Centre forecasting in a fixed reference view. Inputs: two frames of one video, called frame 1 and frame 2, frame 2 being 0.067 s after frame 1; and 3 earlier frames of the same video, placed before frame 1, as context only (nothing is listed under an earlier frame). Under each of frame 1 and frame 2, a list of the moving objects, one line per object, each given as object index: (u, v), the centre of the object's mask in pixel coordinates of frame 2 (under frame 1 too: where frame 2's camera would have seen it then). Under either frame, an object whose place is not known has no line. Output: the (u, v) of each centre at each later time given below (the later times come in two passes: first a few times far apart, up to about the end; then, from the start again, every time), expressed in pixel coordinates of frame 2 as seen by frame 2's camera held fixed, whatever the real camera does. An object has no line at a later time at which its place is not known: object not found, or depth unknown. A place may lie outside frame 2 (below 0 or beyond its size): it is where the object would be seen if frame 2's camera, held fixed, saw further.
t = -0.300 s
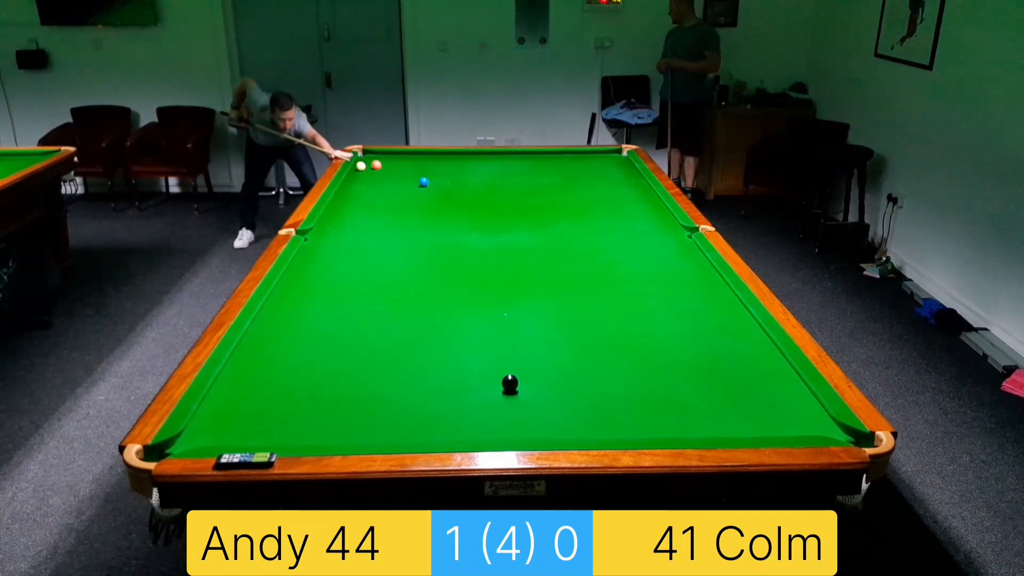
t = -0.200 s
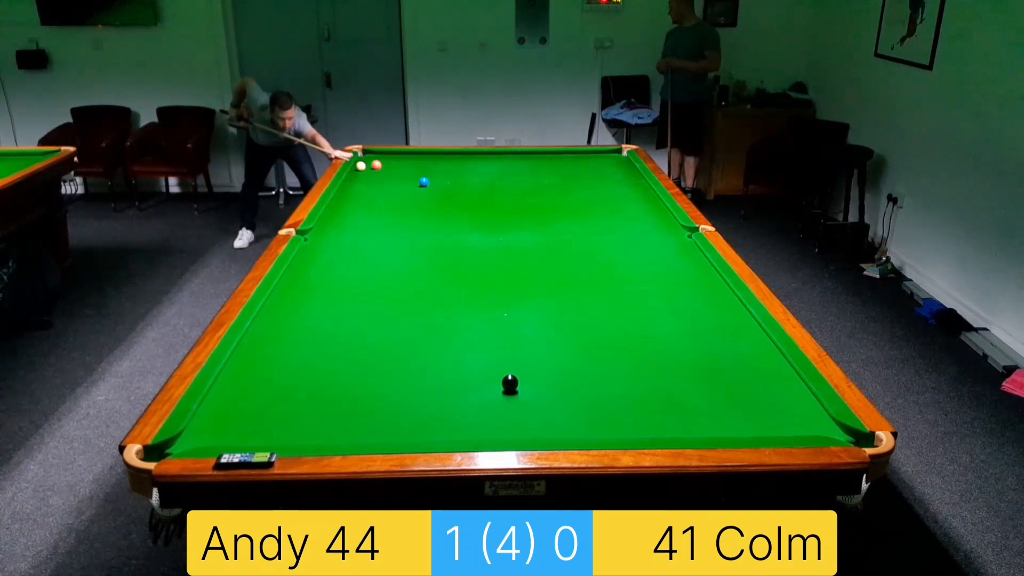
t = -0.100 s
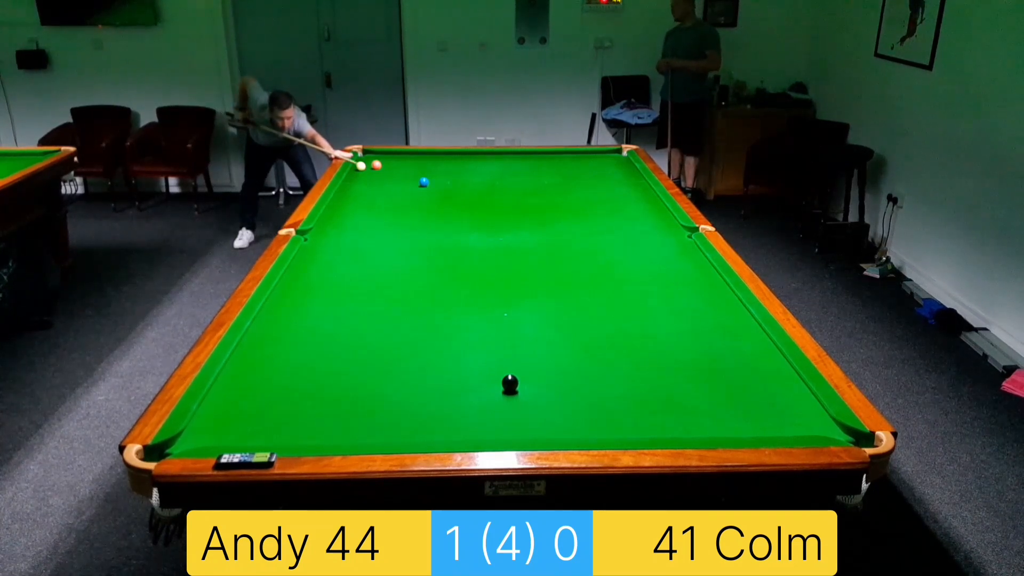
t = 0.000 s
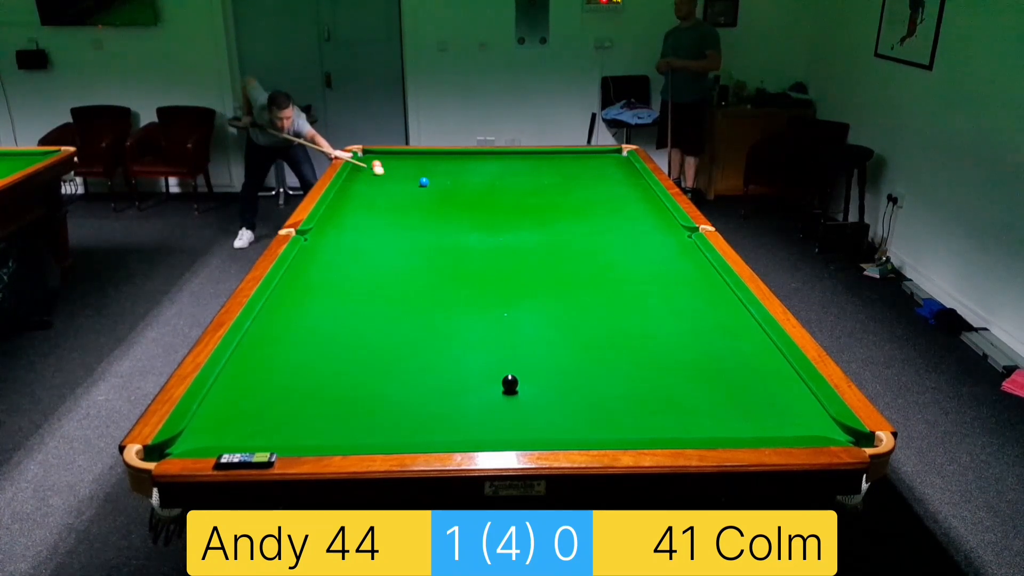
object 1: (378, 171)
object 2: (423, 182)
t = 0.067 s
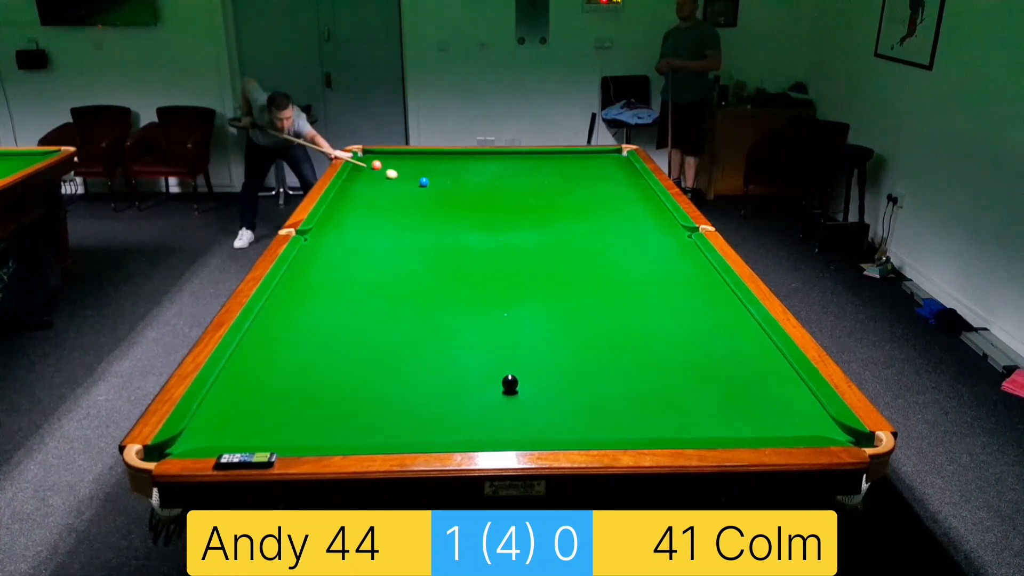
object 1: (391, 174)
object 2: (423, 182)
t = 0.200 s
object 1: (416, 181)
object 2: (427, 183)
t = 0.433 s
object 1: (417, 185)
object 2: (473, 190)
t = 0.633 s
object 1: (422, 190)
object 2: (507, 196)
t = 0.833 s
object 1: (427, 195)
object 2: (542, 201)
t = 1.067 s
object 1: (434, 200)
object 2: (583, 208)
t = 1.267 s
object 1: (439, 205)
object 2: (621, 214)
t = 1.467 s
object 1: (445, 210)
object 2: (659, 220)
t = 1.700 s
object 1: (451, 216)
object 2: (658, 226)
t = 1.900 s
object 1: (456, 221)
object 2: (642, 232)
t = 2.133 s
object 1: (462, 226)
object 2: (623, 238)
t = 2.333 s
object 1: (468, 231)
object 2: (607, 243)
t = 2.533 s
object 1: (473, 235)
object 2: (591, 249)
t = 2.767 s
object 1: (479, 241)
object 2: (571, 255)
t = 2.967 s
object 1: (484, 245)
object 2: (555, 260)
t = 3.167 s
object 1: (489, 250)
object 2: (538, 265)
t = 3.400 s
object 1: (494, 254)
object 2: (519, 271)
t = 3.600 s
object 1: (499, 258)
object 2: (503, 276)
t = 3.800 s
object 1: (504, 262)
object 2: (487, 282)
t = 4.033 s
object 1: (508, 267)
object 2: (468, 287)
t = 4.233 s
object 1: (512, 270)
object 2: (452, 292)
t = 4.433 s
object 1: (516, 273)
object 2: (437, 297)
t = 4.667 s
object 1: (520, 277)
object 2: (419, 302)
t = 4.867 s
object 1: (523, 279)
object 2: (405, 307)
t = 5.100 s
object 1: (527, 282)
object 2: (388, 312)
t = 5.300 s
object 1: (530, 284)
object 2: (374, 316)
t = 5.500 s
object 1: (532, 286)
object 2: (361, 320)
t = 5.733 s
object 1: (535, 288)
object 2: (346, 324)
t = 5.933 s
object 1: (536, 289)
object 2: (335, 328)
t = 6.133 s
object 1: (538, 290)
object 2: (324, 331)
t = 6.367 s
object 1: (539, 290)
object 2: (312, 335)
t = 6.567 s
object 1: (539, 291)
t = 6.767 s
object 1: (539, 291)
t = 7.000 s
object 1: (539, 291)
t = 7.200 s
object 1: (539, 291)
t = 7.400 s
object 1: (539, 291)
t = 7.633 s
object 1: (539, 291)
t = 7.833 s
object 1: (539, 291)
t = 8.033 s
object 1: (539, 291)
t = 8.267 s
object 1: (539, 291)
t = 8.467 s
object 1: (539, 291)
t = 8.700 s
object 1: (539, 291)
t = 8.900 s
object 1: (539, 291)
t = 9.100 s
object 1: (539, 291)
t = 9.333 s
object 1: (539, 291)
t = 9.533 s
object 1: (539, 291)
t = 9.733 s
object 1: (539, 291)
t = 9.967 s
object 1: (539, 291)
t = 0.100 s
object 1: (398, 176)
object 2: (423, 182)
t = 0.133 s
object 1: (404, 177)
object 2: (423, 182)
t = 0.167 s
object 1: (411, 179)
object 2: (424, 182)
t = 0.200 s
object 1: (416, 181)
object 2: (427, 183)
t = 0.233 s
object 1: (415, 181)
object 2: (433, 184)
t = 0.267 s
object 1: (415, 182)
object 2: (441, 185)
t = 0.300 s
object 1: (414, 182)
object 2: (448, 186)
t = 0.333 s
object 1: (415, 183)
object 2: (455, 187)
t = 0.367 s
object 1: (415, 184)
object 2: (462, 188)
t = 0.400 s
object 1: (416, 184)
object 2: (468, 190)
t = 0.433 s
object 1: (417, 185)
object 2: (473, 190)
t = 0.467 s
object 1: (418, 186)
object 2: (479, 192)
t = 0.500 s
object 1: (419, 187)
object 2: (485, 192)
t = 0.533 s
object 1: (419, 187)
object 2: (490, 193)
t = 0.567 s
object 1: (420, 188)
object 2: (496, 194)
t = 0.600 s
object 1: (421, 189)
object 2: (502, 195)
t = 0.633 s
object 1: (422, 190)
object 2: (507, 196)
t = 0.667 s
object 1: (423, 191)
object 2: (513, 197)
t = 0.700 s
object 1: (424, 191)
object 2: (519, 198)
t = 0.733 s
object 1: (425, 192)
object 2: (524, 199)
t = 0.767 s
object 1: (426, 193)
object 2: (530, 200)
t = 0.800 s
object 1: (427, 194)
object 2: (536, 201)
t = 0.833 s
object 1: (427, 195)
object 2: (542, 201)
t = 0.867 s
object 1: (428, 196)
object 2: (548, 202)
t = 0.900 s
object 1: (429, 196)
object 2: (554, 204)
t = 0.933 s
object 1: (430, 197)
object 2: (559, 204)
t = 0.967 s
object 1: (431, 198)
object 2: (565, 206)
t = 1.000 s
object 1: (432, 199)
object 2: (572, 207)
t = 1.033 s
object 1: (433, 200)
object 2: (577, 207)
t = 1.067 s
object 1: (434, 200)
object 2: (583, 208)
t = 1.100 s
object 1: (435, 201)
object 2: (589, 209)
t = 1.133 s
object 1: (436, 202)
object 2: (596, 210)
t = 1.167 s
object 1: (436, 203)
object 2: (602, 211)
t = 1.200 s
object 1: (437, 204)
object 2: (608, 212)
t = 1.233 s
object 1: (438, 204)
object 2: (614, 213)
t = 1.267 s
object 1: (439, 205)
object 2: (621, 214)
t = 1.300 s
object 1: (440, 206)
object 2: (627, 215)
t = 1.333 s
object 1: (441, 207)
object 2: (633, 216)
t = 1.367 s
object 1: (442, 208)
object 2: (639, 217)
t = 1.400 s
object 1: (443, 208)
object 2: (646, 218)
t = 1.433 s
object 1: (444, 209)
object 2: (652, 219)
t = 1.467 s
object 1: (445, 210)
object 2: (659, 220)
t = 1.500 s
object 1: (445, 211)
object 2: (665, 221)
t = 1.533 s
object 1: (446, 212)
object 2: (672, 222)
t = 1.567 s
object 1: (447, 212)
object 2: (672, 223)
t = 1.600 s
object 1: (448, 213)
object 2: (667, 224)
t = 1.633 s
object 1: (449, 214)
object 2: (664, 225)
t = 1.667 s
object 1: (450, 215)
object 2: (661, 225)
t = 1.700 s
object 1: (451, 216)
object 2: (658, 226)
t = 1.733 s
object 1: (452, 217)
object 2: (656, 227)
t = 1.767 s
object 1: (453, 217)
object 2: (653, 228)
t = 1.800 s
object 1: (453, 218)
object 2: (650, 229)
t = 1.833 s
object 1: (454, 219)
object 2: (648, 230)
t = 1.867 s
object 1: (455, 220)
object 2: (645, 231)
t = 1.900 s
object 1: (456, 221)
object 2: (642, 232)
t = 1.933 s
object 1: (457, 221)
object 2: (639, 232)
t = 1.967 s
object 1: (458, 222)
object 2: (637, 233)
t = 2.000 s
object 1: (459, 223)
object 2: (634, 234)
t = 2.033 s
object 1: (460, 224)
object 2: (631, 235)
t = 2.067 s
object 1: (461, 225)
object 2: (628, 236)
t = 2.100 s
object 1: (462, 225)
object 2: (626, 237)
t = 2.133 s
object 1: (462, 226)
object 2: (623, 238)
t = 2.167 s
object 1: (463, 227)
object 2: (620, 239)
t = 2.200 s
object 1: (464, 228)
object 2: (618, 239)
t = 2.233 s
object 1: (465, 228)
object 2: (615, 240)
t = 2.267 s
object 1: (466, 229)
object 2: (612, 241)
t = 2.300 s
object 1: (467, 230)
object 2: (609, 242)
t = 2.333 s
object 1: (468, 231)
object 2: (607, 243)
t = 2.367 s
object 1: (469, 232)
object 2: (604, 244)
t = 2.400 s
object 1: (469, 232)
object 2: (601, 245)
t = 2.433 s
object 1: (470, 233)
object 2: (598, 246)
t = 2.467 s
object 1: (471, 234)
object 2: (596, 247)
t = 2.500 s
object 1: (472, 235)
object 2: (593, 248)
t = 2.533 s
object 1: (473, 235)
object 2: (591, 249)
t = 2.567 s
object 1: (474, 236)
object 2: (588, 250)
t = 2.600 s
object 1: (475, 237)
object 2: (585, 250)
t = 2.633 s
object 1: (476, 238)
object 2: (582, 251)
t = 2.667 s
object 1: (476, 238)
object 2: (580, 252)
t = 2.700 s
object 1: (477, 239)
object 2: (577, 253)
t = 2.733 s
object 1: (478, 240)
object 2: (574, 254)
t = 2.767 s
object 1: (479, 241)
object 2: (571, 255)
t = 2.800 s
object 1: (480, 241)
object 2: (568, 256)
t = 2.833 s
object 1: (481, 242)
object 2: (566, 256)
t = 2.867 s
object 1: (481, 243)
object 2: (563, 257)
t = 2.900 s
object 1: (482, 244)
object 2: (560, 258)
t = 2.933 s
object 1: (483, 244)
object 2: (557, 259)
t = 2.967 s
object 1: (484, 245)
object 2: (555, 260)
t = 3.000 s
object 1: (485, 246)
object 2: (552, 261)
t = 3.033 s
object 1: (486, 247)
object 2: (549, 262)
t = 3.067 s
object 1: (486, 247)
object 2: (547, 262)
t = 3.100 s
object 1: (487, 248)
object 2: (544, 263)
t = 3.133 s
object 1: (488, 249)
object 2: (541, 264)
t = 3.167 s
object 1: (489, 250)
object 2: (538, 265)
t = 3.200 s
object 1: (490, 250)
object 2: (536, 266)
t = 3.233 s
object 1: (490, 251)
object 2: (533, 267)
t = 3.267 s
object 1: (491, 252)
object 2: (530, 268)
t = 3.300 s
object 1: (492, 252)
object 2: (527, 269)
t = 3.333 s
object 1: (493, 253)
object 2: (525, 270)
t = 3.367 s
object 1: (494, 254)
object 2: (522, 270)
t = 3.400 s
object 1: (494, 254)
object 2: (519, 271)
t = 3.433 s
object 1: (495, 255)
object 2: (517, 272)
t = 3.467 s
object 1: (496, 256)
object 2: (514, 273)
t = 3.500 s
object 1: (497, 256)
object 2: (511, 274)
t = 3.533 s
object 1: (497, 257)
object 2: (508, 275)
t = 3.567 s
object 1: (498, 258)
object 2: (506, 275)
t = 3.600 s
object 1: (499, 258)
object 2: (503, 276)
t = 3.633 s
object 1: (500, 259)
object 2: (500, 277)
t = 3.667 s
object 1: (501, 260)
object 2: (497, 278)
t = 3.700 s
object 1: (501, 260)
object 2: (495, 279)
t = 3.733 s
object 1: (502, 261)
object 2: (492, 280)
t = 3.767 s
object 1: (503, 262)
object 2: (489, 281)
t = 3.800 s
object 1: (504, 262)
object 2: (487, 282)
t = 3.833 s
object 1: (504, 263)
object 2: (484, 282)
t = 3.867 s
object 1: (505, 264)
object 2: (481, 283)
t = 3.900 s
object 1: (506, 264)
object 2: (479, 284)
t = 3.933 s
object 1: (506, 265)
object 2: (476, 285)
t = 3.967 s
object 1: (507, 265)
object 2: (473, 285)
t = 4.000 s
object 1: (508, 266)
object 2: (471, 286)
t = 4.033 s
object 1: (508, 267)
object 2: (468, 287)
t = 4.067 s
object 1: (509, 267)
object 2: (466, 288)
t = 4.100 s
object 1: (510, 268)
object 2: (463, 289)
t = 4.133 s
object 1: (510, 268)
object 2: (460, 290)
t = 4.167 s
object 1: (511, 269)
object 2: (458, 290)
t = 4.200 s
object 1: (512, 269)
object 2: (455, 291)
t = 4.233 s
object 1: (512, 270)
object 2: (452, 292)
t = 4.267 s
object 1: (513, 271)
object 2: (450, 293)
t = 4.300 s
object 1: (514, 271)
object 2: (447, 294)
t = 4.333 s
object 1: (514, 272)
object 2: (444, 295)
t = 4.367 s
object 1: (515, 272)
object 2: (442, 295)
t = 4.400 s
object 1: (516, 273)
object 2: (439, 296)
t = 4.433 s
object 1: (516, 273)
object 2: (437, 297)
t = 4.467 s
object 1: (517, 274)
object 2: (434, 298)
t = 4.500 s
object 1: (517, 274)
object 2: (432, 298)
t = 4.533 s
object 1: (518, 275)
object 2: (429, 299)
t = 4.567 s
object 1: (518, 275)
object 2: (427, 300)
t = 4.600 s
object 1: (519, 276)
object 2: (424, 301)
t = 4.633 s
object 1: (520, 276)
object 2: (421, 302)
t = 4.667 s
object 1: (520, 277)
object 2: (419, 302)
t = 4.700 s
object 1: (521, 277)
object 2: (417, 303)
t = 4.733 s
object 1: (521, 278)
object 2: (414, 304)
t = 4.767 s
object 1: (522, 278)
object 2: (412, 305)
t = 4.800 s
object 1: (522, 279)
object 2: (409, 305)
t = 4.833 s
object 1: (523, 279)
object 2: (407, 306)
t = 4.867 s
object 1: (523, 279)
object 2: (405, 307)
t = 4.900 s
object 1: (524, 280)
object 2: (402, 308)
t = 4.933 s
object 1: (524, 280)
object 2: (400, 308)
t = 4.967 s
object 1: (525, 281)
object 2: (397, 309)
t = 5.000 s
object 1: (525, 281)
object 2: (395, 310)
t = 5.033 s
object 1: (526, 281)
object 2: (392, 310)
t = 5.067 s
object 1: (526, 282)
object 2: (390, 311)
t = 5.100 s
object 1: (527, 282)
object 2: (388, 312)
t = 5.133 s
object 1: (527, 283)
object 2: (385, 313)
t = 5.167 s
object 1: (528, 283)
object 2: (383, 313)
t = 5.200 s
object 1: (528, 283)
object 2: (381, 314)
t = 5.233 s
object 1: (529, 284)
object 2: (378, 315)
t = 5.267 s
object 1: (529, 284)
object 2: (376, 315)
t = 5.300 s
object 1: (530, 284)
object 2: (374, 316)
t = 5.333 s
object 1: (530, 285)
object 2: (372, 317)
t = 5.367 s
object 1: (530, 285)
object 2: (370, 317)
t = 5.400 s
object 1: (531, 285)
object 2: (367, 318)
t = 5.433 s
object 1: (531, 286)
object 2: (365, 319)
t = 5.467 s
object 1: (532, 286)
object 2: (363, 319)
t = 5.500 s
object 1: (532, 286)
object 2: (361, 320)
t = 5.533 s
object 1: (532, 286)
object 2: (359, 321)
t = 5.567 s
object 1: (533, 287)
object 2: (357, 321)
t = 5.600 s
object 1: (533, 287)
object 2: (354, 322)
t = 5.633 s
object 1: (534, 287)
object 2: (352, 323)
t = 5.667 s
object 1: (534, 287)
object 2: (350, 323)
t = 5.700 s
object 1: (534, 288)
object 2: (348, 324)
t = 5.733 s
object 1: (535, 288)
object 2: (346, 324)
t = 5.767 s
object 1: (535, 288)
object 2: (344, 325)
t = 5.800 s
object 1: (535, 288)
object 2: (342, 326)
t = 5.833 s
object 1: (535, 288)
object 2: (341, 326)
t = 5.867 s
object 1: (536, 289)
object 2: (339, 327)
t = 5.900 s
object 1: (536, 289)
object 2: (337, 327)
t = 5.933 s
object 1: (536, 289)
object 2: (335, 328)
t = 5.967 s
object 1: (537, 289)
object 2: (333, 329)
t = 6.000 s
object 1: (537, 289)
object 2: (331, 329)
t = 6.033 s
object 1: (537, 289)
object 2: (329, 330)
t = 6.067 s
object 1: (537, 289)
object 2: (328, 330)
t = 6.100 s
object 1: (537, 290)
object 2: (326, 331)
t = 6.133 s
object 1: (538, 290)
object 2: (324, 331)
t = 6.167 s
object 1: (538, 290)
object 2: (322, 332)
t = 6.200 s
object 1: (538, 290)
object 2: (321, 332)
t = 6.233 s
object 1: (538, 290)
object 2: (319, 333)
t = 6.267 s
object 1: (539, 290)
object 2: (317, 334)
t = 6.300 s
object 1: (539, 290)
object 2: (315, 334)
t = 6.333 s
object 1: (539, 290)
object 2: (314, 335)
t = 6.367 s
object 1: (539, 290)
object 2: (312, 335)
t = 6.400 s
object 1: (539, 290)
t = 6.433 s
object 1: (539, 290)
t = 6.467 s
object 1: (539, 291)
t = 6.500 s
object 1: (539, 291)
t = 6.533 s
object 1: (539, 291)
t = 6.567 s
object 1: (539, 291)
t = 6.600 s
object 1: (539, 291)
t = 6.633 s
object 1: (539, 291)
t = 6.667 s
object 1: (539, 291)
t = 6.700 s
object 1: (539, 291)
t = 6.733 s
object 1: (539, 291)
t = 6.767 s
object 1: (539, 291)
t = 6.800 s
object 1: (539, 291)
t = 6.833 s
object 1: (539, 291)
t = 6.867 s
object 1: (539, 291)
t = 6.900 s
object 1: (539, 291)
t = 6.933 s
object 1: (539, 291)
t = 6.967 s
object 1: (539, 291)
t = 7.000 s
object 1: (539, 291)
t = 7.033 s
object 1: (539, 291)
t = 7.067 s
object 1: (539, 291)
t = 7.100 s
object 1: (539, 291)
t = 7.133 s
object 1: (539, 291)
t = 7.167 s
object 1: (539, 291)
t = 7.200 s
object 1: (539, 291)
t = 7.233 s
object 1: (539, 291)
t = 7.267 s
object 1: (539, 291)
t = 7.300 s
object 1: (539, 291)
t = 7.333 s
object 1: (539, 291)
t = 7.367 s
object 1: (539, 291)
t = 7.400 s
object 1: (539, 291)
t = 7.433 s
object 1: (539, 291)
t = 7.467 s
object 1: (539, 291)
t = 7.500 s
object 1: (539, 291)
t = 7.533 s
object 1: (539, 291)
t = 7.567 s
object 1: (539, 291)
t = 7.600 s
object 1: (539, 291)
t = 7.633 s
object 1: (539, 291)
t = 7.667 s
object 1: (539, 291)
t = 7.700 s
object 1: (539, 291)
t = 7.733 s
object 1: (539, 291)
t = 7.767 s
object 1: (539, 291)
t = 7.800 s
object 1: (539, 291)
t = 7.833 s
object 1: (539, 291)
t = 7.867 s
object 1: (539, 291)
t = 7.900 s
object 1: (539, 291)
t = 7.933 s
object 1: (539, 291)
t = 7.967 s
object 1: (539, 291)
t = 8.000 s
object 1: (539, 291)
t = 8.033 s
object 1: (539, 291)
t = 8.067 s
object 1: (539, 291)
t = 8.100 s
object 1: (539, 291)
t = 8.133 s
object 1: (539, 291)
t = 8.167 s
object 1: (539, 291)
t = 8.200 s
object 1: (539, 291)
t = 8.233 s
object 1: (539, 291)
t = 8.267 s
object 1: (539, 291)
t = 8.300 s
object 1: (539, 291)
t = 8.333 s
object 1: (539, 291)
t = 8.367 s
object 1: (539, 291)
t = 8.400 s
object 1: (539, 291)
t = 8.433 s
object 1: (539, 291)
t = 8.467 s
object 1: (539, 291)
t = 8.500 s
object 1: (539, 291)
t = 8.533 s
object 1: (539, 291)
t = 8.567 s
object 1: (539, 291)
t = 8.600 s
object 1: (539, 291)
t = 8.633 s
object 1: (539, 291)
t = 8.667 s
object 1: (539, 291)
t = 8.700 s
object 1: (539, 291)
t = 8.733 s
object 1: (539, 291)
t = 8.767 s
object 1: (539, 291)
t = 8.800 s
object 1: (539, 291)
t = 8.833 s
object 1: (539, 291)
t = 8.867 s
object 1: (539, 291)
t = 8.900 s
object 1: (539, 291)
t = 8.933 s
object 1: (539, 291)
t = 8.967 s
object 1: (539, 291)
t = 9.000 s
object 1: (539, 291)
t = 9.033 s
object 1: (539, 291)
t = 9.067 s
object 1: (539, 291)
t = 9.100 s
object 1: (539, 291)
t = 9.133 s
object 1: (539, 291)
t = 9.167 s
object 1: (539, 291)
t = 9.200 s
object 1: (539, 291)
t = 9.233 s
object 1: (539, 291)
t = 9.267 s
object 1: (539, 291)
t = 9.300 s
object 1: (539, 291)
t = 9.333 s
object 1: (539, 291)
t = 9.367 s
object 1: (539, 291)
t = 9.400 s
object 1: (539, 291)
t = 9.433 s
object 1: (539, 291)
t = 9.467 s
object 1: (539, 291)
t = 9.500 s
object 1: (539, 291)
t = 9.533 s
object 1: (539, 291)
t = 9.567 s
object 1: (539, 291)
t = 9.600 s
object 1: (539, 291)
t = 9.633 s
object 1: (539, 291)
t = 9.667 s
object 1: (539, 291)
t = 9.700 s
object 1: (539, 291)
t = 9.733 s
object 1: (539, 291)
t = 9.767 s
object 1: (539, 291)
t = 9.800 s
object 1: (539, 291)
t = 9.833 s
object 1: (539, 291)
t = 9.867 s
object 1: (539, 291)
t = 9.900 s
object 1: (539, 291)
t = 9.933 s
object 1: (539, 291)
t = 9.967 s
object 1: (539, 291)
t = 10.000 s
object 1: (539, 291)
